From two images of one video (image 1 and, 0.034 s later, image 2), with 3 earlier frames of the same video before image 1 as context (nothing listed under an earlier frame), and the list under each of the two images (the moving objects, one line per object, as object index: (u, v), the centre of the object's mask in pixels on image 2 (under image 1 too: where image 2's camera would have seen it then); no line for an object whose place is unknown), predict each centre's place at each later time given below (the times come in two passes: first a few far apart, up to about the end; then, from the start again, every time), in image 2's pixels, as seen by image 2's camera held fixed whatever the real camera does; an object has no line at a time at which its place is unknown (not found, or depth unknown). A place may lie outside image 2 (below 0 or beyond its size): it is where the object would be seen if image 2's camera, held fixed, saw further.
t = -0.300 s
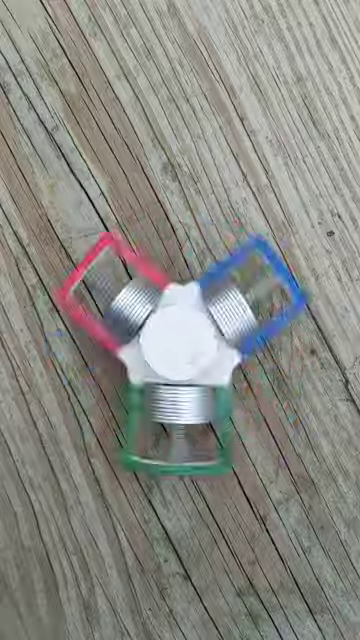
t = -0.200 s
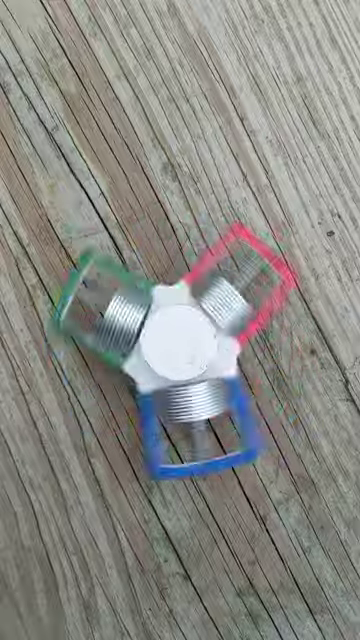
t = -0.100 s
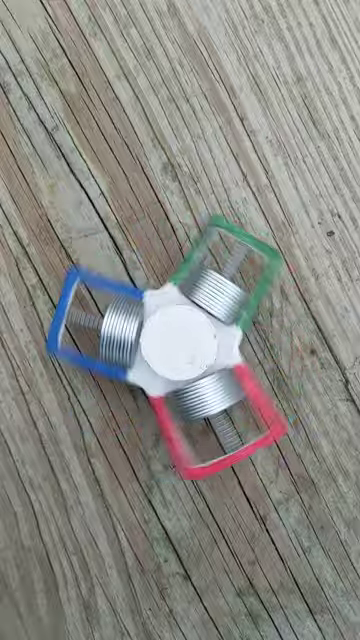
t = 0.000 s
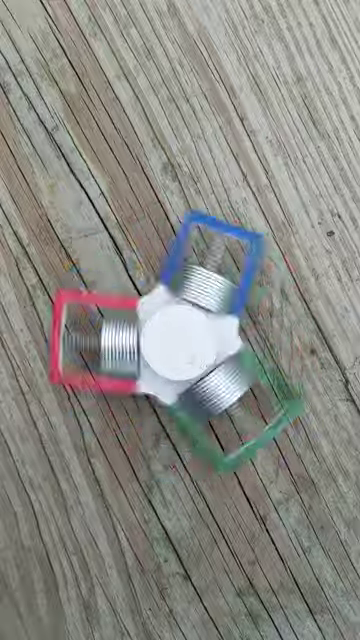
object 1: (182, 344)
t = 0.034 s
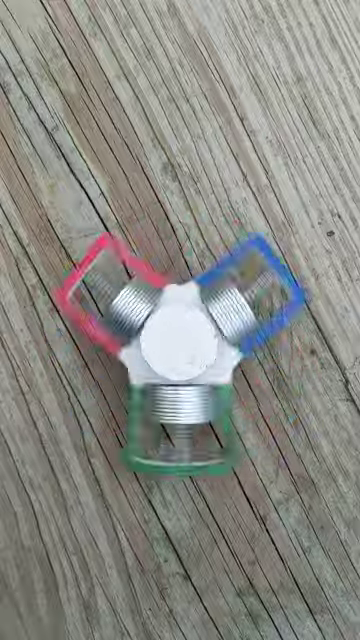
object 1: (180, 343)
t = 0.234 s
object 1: (182, 346)
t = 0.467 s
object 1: (182, 345)
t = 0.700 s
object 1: (180, 344)
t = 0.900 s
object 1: (182, 345)
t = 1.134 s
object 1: (182, 344)
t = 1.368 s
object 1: (176, 331)
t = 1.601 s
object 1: (181, 346)
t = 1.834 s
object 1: (188, 347)
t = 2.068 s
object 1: (180, 345)
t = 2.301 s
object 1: (181, 346)
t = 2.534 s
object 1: (181, 346)
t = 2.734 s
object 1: (182, 344)
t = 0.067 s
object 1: (180, 343)
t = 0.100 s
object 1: (183, 344)
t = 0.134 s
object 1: (181, 345)
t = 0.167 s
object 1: (180, 344)
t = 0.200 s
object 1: (181, 345)
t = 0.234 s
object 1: (182, 346)
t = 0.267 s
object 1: (180, 345)
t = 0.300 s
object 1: (179, 344)
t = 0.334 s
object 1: (181, 344)
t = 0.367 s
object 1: (180, 345)
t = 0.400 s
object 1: (179, 343)
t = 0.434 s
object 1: (182, 343)
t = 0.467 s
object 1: (182, 345)
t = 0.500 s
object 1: (181, 346)
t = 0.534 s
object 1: (180, 345)
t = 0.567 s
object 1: (182, 345)
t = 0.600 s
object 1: (179, 346)
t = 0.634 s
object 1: (179, 344)
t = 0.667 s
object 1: (181, 343)
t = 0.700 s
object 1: (180, 344)
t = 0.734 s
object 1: (180, 343)
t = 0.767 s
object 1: (181, 342)
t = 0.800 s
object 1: (182, 345)
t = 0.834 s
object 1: (181, 345)
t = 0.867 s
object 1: (180, 343)
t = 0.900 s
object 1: (182, 345)
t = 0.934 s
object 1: (182, 345)
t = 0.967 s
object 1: (180, 345)
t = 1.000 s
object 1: (180, 344)
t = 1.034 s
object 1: (180, 345)
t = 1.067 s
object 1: (179, 344)
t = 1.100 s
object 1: (181, 343)
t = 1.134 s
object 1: (182, 344)
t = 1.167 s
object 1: (181, 345)
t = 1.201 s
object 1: (180, 345)
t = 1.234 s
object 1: (182, 345)
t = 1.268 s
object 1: (184, 346)
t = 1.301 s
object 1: (179, 347)
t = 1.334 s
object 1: (181, 345)
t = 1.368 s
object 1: (176, 331)
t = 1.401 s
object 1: (180, 344)
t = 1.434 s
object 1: (186, 338)
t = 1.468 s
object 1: (184, 343)
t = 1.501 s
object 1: (183, 345)
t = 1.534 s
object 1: (180, 345)
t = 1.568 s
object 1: (182, 345)
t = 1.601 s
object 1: (181, 346)
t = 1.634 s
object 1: (179, 346)
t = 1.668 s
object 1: (179, 343)
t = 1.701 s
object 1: (166, 329)
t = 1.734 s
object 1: (180, 344)
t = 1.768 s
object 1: (178, 344)
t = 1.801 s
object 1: (183, 344)
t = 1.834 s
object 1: (188, 347)
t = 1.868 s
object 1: (183, 349)
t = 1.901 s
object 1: (181, 344)
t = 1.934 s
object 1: (182, 345)
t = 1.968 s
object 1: (181, 345)
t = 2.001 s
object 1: (179, 344)
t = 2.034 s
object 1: (162, 332)
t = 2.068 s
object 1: (180, 345)
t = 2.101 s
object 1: (179, 343)
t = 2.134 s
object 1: (180, 344)
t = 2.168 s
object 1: (183, 344)
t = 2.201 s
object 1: (180, 345)
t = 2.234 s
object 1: (180, 345)
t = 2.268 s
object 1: (182, 344)
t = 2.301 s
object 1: (181, 346)
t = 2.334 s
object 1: (179, 345)
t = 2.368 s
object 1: (179, 344)
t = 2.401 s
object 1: (173, 334)
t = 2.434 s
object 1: (180, 343)
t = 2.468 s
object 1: (180, 344)
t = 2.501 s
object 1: (181, 344)
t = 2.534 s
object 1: (181, 346)
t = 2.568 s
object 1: (180, 345)
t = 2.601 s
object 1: (180, 345)
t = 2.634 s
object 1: (176, 358)
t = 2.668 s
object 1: (180, 346)
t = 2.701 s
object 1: (179, 344)
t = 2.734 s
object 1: (182, 344)
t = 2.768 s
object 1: (180, 344)
